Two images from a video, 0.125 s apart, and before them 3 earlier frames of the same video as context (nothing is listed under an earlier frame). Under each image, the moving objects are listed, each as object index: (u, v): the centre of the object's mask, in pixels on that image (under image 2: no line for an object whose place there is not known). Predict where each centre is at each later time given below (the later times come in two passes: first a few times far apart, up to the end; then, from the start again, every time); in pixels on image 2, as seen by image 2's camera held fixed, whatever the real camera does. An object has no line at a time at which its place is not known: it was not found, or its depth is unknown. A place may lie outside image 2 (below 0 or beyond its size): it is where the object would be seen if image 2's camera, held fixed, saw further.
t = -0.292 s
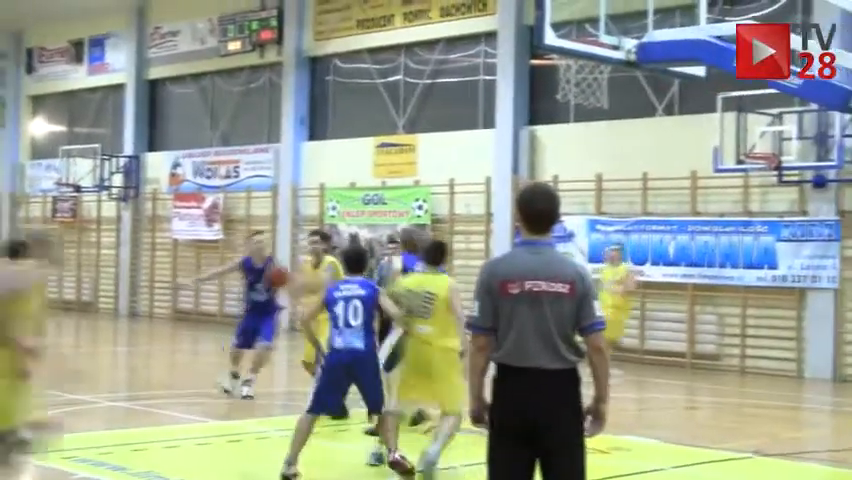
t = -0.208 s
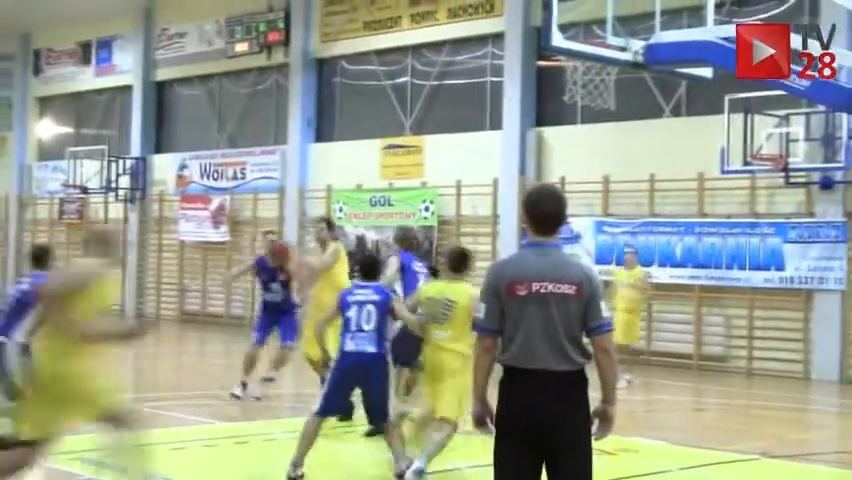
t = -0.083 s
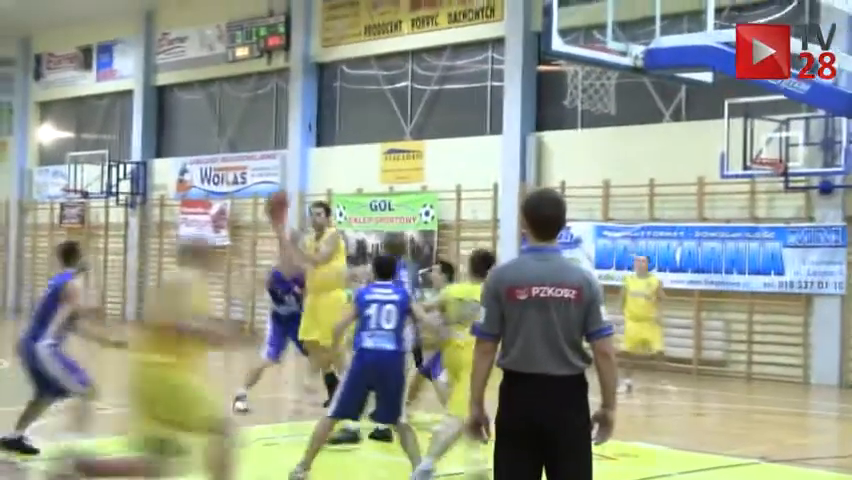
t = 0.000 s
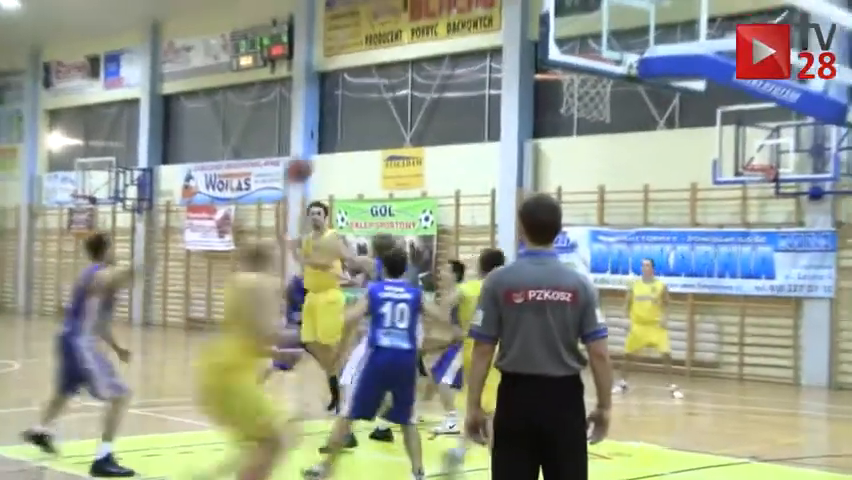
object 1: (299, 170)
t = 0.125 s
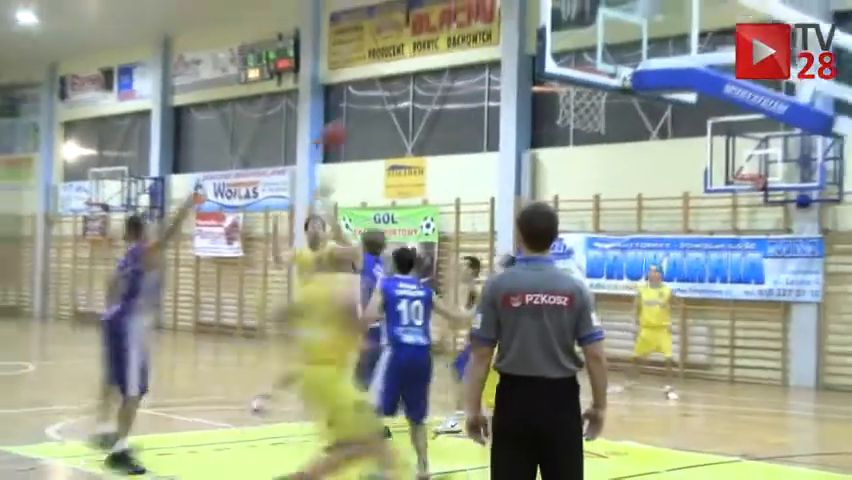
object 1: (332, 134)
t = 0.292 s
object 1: (378, 97)
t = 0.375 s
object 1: (400, 87)
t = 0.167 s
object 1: (347, 121)
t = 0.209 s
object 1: (354, 112)
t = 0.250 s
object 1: (366, 106)
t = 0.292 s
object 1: (378, 97)
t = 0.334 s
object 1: (389, 91)
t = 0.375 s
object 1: (400, 87)
